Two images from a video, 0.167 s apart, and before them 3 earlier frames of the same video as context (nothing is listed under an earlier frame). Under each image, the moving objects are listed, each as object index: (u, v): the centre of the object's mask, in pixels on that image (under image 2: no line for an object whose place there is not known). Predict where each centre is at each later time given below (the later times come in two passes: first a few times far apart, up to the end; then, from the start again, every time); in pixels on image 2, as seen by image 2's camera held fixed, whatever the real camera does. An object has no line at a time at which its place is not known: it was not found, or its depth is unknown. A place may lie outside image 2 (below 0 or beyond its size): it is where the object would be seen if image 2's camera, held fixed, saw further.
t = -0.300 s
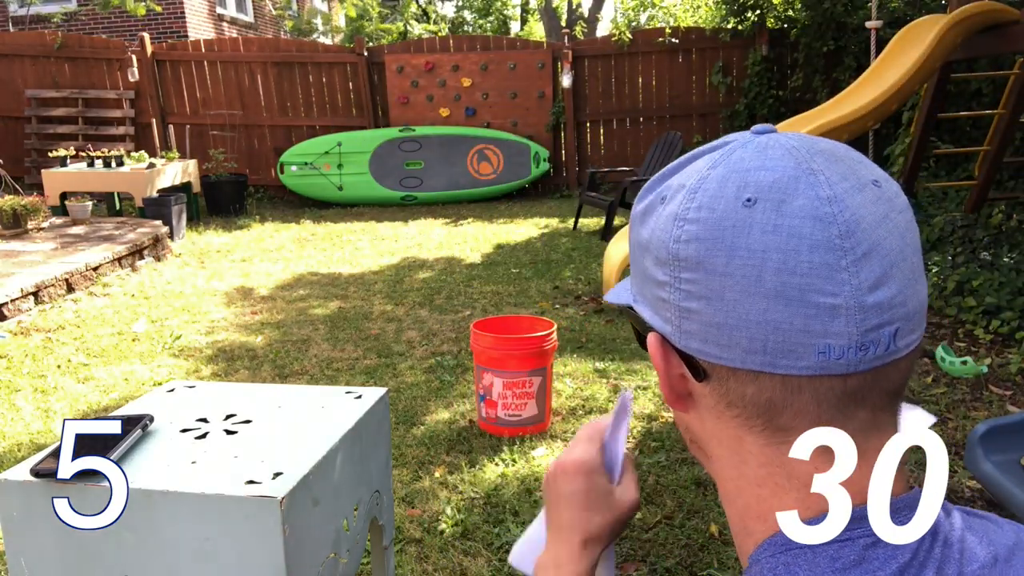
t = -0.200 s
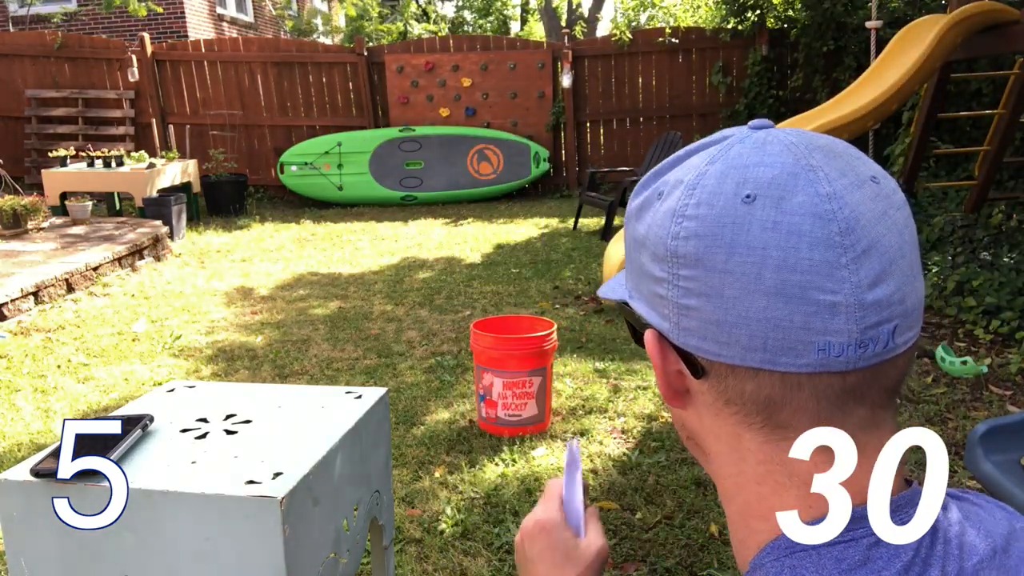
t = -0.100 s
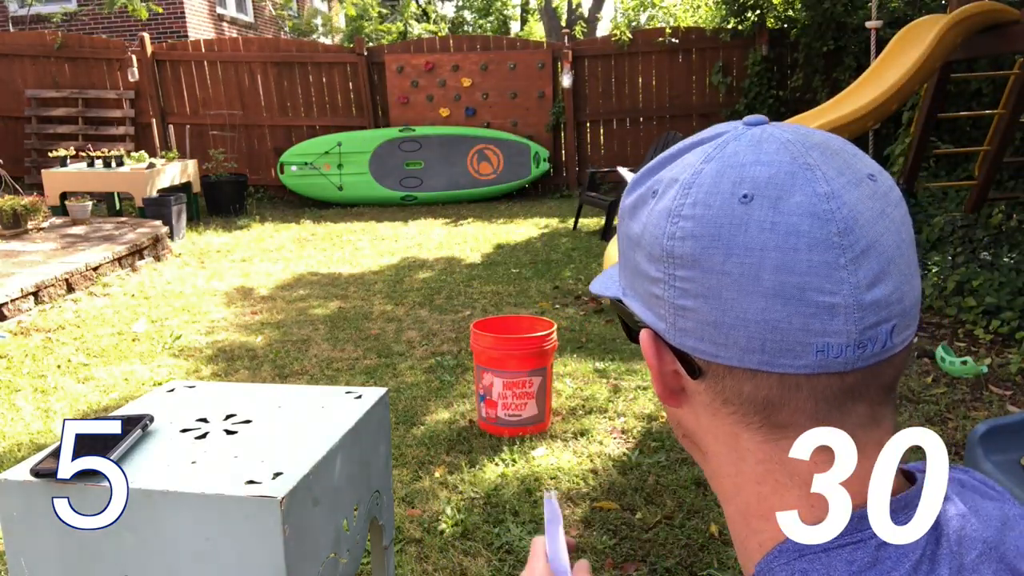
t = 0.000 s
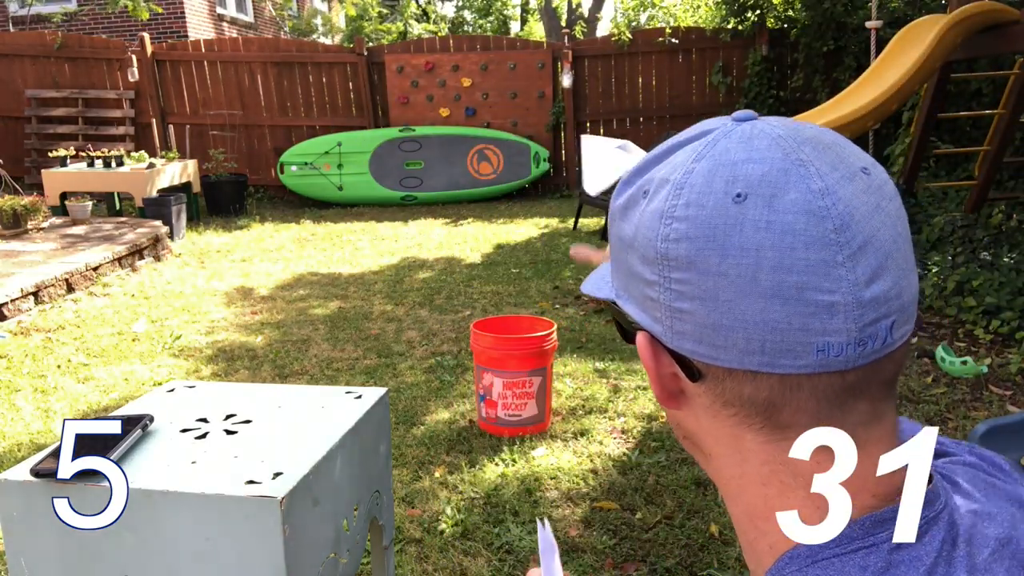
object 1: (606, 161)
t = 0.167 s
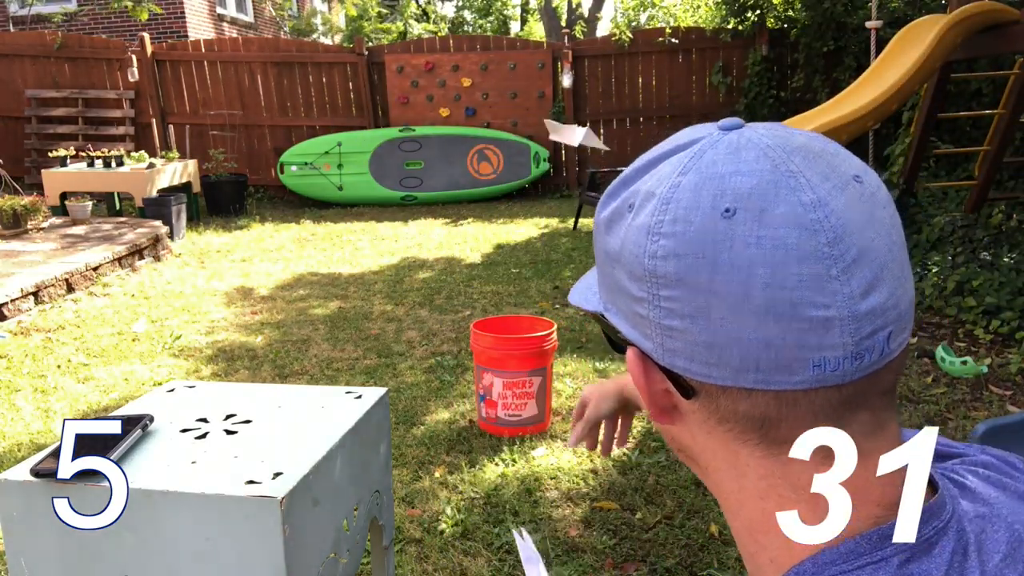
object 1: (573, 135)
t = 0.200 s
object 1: (569, 139)
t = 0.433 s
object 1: (559, 227)
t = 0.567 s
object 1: (556, 302)
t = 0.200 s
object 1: (569, 139)
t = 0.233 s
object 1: (566, 146)
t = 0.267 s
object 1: (563, 156)
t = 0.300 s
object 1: (562, 168)
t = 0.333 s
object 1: (560, 181)
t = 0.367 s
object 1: (559, 196)
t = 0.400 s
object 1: (559, 210)
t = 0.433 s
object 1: (559, 227)
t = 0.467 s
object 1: (559, 245)
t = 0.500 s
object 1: (558, 263)
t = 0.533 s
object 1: (557, 283)
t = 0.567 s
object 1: (556, 302)
